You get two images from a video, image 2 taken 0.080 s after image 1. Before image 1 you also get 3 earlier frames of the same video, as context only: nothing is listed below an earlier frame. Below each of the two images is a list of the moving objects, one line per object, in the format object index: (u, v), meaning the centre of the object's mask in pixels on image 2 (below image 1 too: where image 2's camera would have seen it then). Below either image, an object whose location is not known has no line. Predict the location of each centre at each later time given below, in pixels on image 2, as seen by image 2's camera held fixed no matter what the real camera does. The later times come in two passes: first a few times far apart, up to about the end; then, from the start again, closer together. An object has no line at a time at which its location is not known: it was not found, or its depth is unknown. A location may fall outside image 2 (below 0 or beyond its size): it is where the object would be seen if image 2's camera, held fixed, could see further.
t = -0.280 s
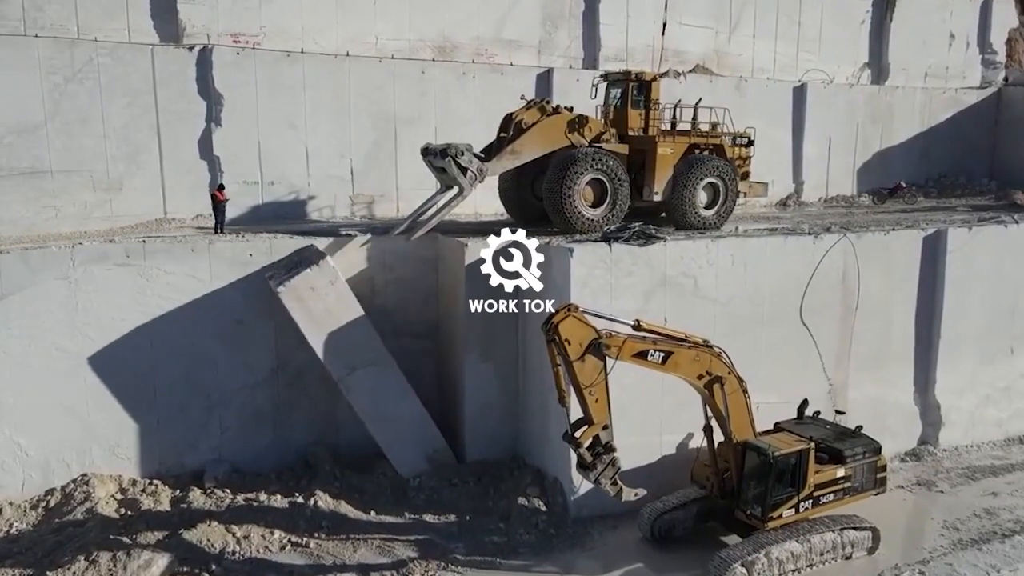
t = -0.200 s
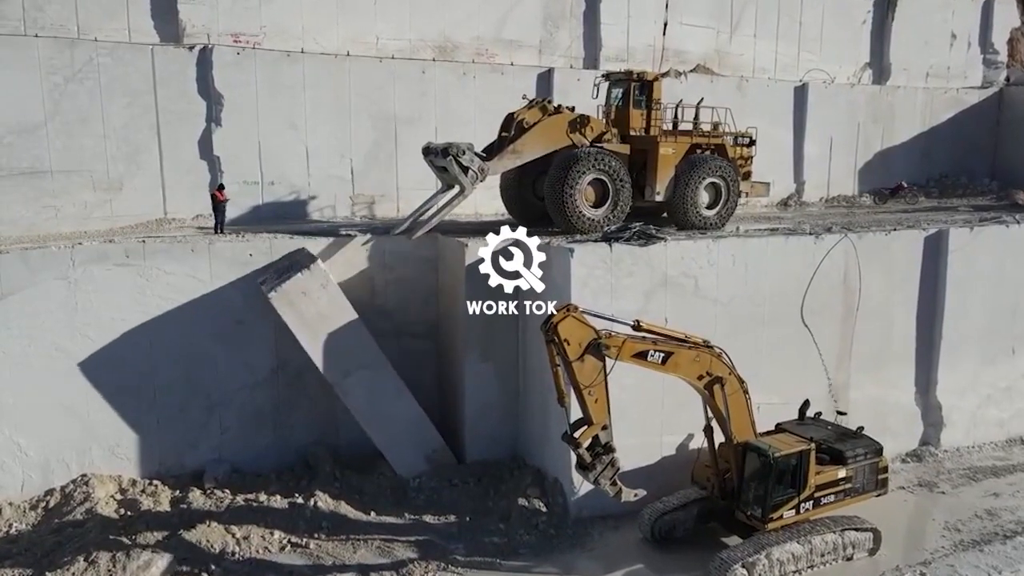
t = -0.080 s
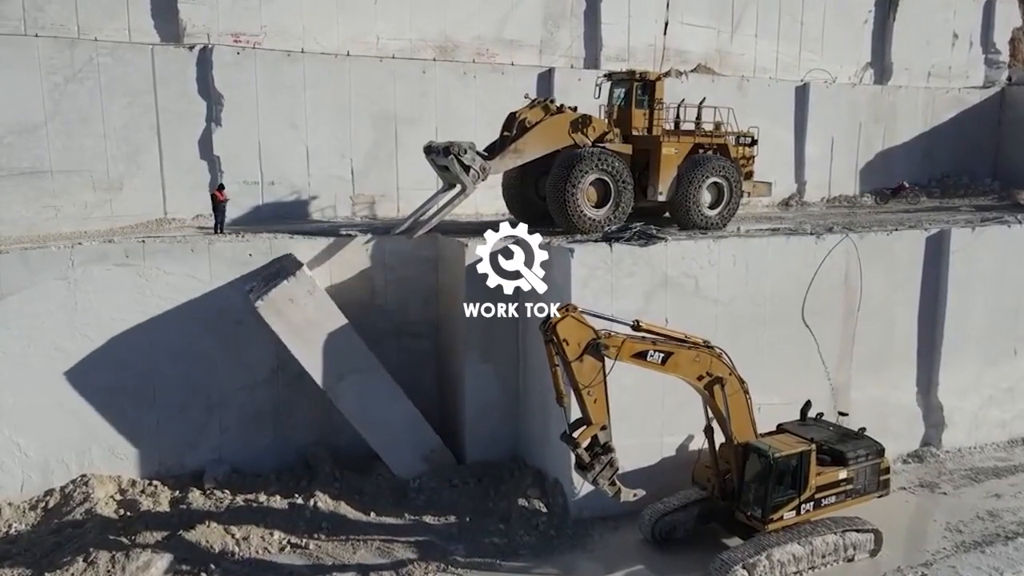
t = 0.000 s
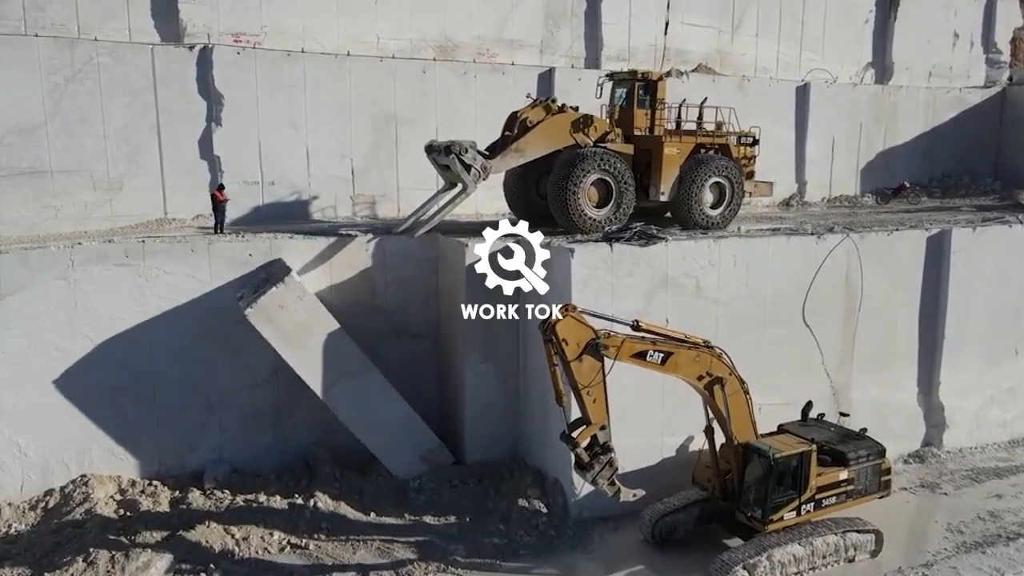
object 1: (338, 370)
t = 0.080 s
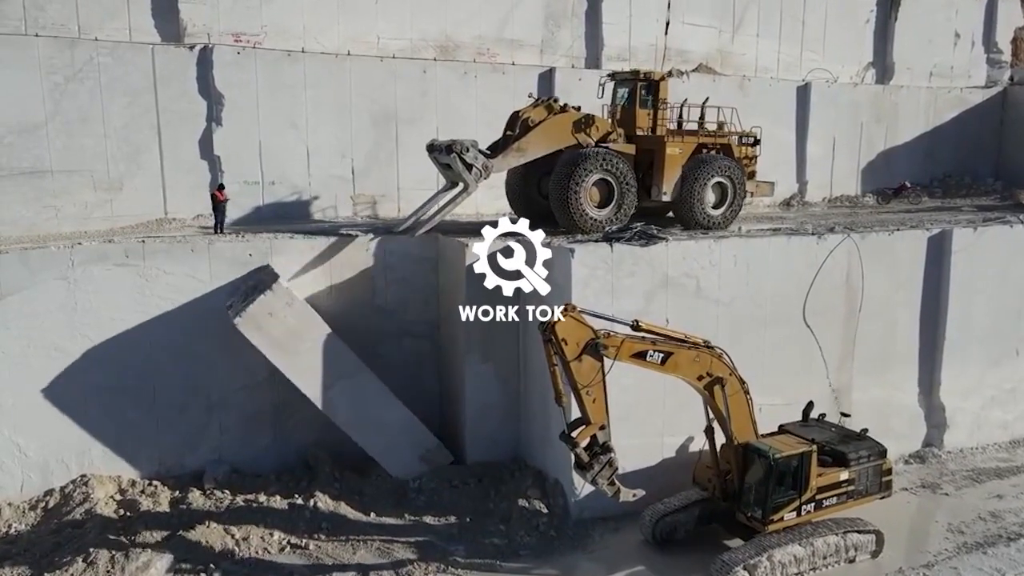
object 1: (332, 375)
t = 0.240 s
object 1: (318, 386)
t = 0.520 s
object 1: (294, 415)
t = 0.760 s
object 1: (275, 455)
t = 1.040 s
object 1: (271, 460)
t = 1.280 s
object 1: (262, 467)
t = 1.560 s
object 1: (264, 469)
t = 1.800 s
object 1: (266, 469)
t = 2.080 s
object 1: (269, 468)
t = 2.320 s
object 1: (268, 469)
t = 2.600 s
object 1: (254, 470)
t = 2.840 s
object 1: (254, 470)
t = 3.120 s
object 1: (254, 470)
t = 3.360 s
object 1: (254, 470)
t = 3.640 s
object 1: (254, 470)
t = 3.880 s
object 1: (254, 470)
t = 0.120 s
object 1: (329, 377)
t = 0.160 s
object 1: (325, 380)
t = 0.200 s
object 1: (322, 382)
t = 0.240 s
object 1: (318, 386)
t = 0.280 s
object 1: (315, 390)
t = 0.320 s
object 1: (313, 394)
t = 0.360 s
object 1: (310, 400)
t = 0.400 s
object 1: (306, 404)
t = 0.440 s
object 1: (301, 408)
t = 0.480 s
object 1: (298, 412)
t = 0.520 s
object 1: (294, 415)
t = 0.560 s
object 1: (288, 421)
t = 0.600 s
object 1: (287, 427)
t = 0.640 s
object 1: (282, 435)
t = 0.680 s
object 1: (280, 440)
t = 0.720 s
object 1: (279, 446)
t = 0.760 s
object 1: (275, 455)
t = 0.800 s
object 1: (269, 460)
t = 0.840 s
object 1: (282, 459)
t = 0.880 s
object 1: (279, 459)
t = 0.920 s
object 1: (279, 458)
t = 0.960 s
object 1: (276, 459)
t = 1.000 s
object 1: (274, 459)
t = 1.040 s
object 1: (271, 460)
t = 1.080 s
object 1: (270, 460)
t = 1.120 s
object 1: (268, 462)
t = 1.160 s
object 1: (266, 463)
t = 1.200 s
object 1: (266, 464)
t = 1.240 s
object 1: (263, 467)
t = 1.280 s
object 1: (262, 467)
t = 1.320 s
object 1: (258, 468)
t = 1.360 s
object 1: (263, 468)
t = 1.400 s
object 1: (263, 468)
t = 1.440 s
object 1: (263, 468)
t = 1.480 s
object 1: (264, 468)
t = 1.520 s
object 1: (263, 469)
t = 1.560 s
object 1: (264, 469)
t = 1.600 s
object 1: (264, 469)
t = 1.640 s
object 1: (264, 469)
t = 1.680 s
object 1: (265, 469)
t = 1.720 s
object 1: (265, 469)
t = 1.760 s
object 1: (266, 469)
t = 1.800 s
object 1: (266, 469)
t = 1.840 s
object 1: (267, 469)
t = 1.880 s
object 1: (267, 469)
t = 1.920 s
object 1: (267, 469)
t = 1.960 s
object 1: (268, 469)
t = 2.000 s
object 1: (268, 469)
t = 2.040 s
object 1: (268, 469)
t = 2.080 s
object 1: (269, 468)
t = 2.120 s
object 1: (269, 468)
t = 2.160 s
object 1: (269, 468)
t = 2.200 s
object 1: (269, 468)
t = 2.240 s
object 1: (269, 468)
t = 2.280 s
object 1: (269, 468)
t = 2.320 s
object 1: (268, 469)
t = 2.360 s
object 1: (269, 468)
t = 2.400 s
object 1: (267, 469)
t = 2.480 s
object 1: (254, 470)
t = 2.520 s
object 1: (254, 470)
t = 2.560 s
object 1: (254, 470)
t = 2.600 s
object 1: (254, 470)
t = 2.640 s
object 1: (254, 470)
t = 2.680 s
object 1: (254, 470)
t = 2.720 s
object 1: (254, 470)
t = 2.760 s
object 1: (254, 470)
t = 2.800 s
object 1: (254, 470)
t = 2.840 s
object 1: (254, 470)
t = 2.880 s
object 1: (254, 470)
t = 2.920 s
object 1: (254, 470)
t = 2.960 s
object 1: (254, 470)
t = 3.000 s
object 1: (254, 470)
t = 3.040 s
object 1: (254, 470)
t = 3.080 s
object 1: (254, 470)
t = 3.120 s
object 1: (254, 470)
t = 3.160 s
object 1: (254, 470)
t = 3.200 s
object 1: (254, 470)
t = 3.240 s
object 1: (254, 470)
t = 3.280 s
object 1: (254, 470)
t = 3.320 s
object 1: (254, 470)
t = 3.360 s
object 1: (254, 470)
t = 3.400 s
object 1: (254, 470)
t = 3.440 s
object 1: (254, 470)
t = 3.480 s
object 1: (254, 470)
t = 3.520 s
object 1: (254, 470)
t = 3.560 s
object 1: (254, 470)
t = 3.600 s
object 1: (254, 470)
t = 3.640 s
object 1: (254, 470)
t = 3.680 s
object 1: (254, 470)
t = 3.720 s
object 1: (254, 470)
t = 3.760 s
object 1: (254, 470)
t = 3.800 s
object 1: (254, 470)
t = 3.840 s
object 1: (254, 470)
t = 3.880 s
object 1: (254, 470)
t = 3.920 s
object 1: (254, 470)
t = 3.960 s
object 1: (254, 470)
